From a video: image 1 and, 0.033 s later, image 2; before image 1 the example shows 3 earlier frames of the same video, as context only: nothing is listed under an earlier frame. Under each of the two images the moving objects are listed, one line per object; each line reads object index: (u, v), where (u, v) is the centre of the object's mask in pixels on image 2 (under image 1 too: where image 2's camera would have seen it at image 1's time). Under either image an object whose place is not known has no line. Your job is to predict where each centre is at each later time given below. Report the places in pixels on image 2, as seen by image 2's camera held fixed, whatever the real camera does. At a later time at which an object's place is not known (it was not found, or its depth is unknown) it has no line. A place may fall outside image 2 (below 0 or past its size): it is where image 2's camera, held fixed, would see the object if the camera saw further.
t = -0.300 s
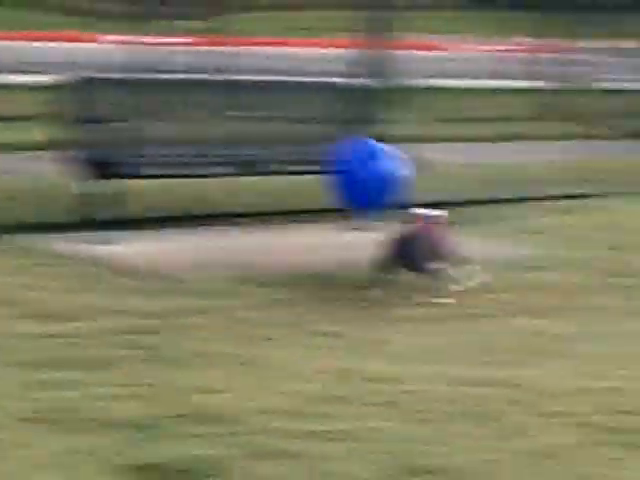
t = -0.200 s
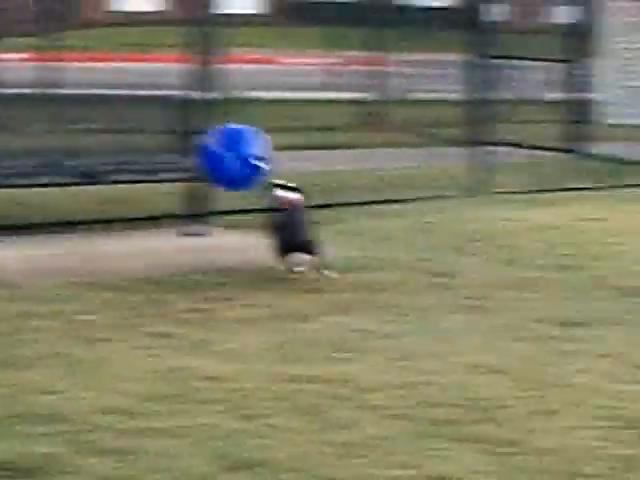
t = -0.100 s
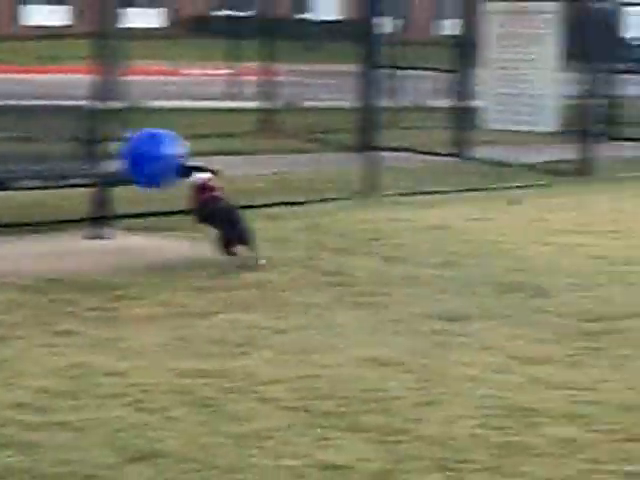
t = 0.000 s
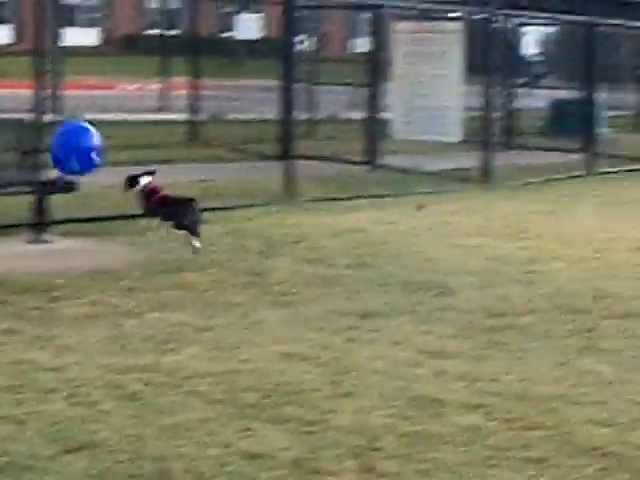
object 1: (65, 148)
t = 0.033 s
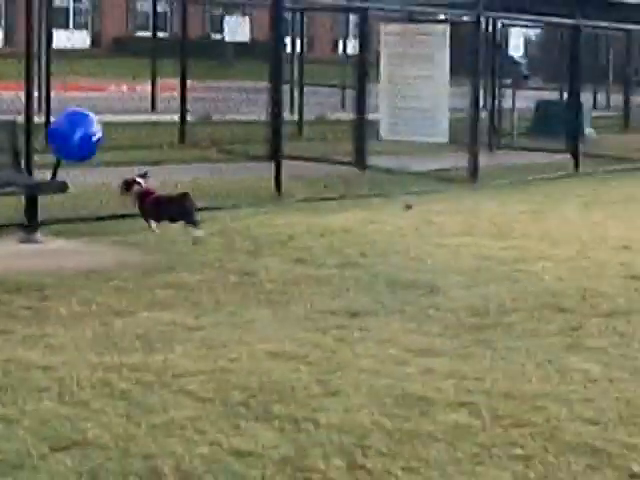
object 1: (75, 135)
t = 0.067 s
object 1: (86, 125)
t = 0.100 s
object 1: (97, 117)
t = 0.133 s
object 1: (111, 103)
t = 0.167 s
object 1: (119, 95)
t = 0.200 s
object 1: (127, 87)
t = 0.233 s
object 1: (132, 90)
